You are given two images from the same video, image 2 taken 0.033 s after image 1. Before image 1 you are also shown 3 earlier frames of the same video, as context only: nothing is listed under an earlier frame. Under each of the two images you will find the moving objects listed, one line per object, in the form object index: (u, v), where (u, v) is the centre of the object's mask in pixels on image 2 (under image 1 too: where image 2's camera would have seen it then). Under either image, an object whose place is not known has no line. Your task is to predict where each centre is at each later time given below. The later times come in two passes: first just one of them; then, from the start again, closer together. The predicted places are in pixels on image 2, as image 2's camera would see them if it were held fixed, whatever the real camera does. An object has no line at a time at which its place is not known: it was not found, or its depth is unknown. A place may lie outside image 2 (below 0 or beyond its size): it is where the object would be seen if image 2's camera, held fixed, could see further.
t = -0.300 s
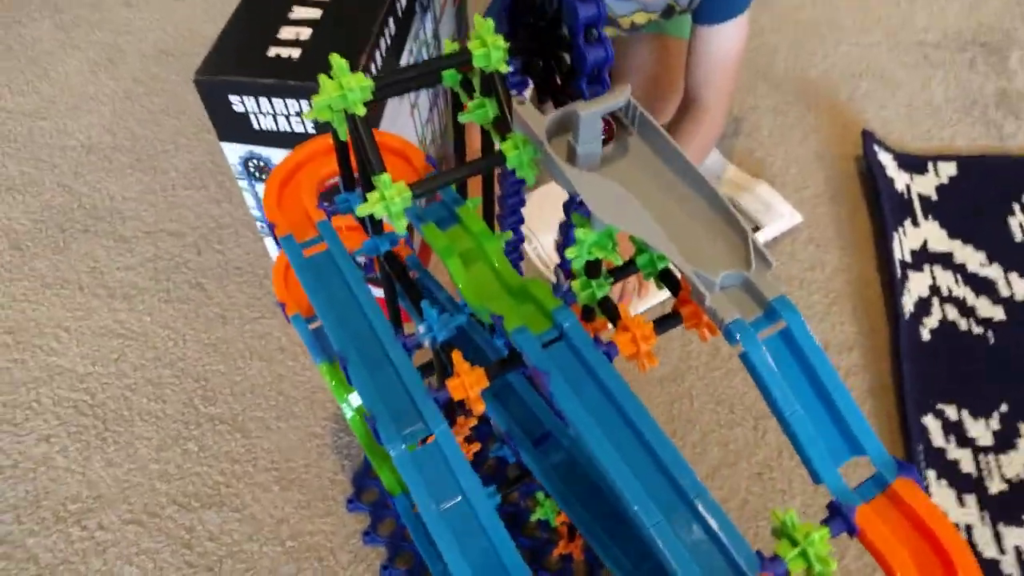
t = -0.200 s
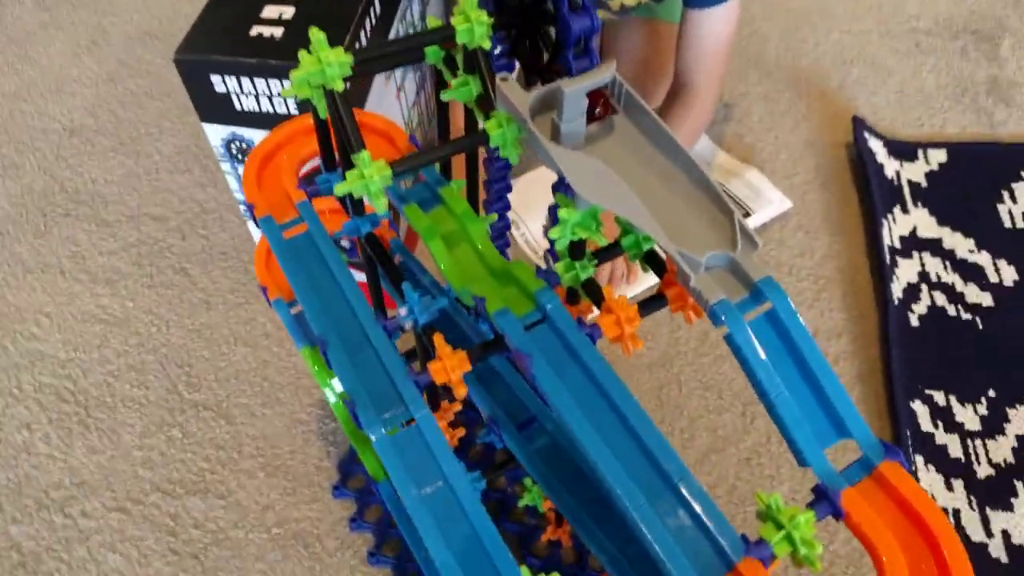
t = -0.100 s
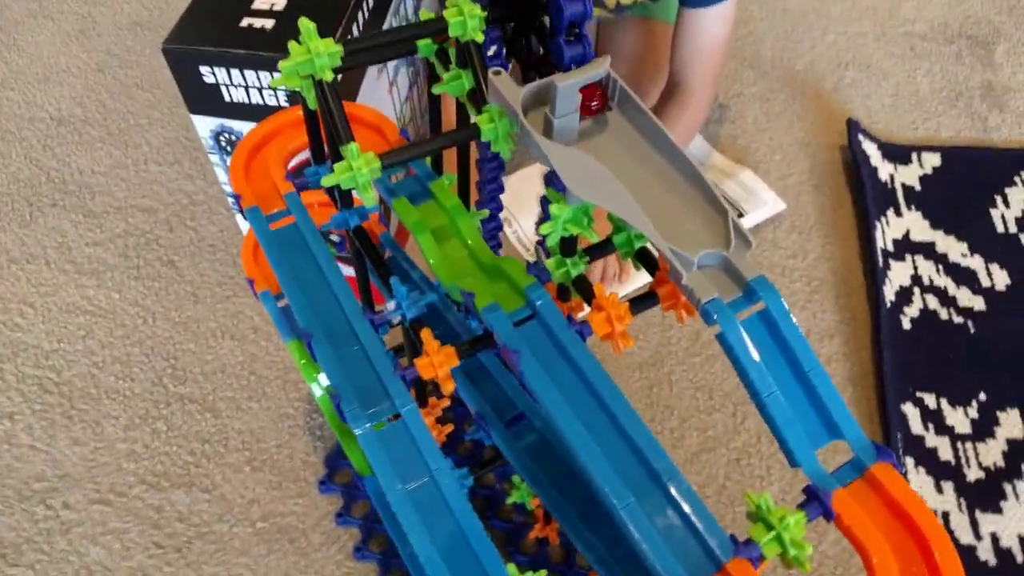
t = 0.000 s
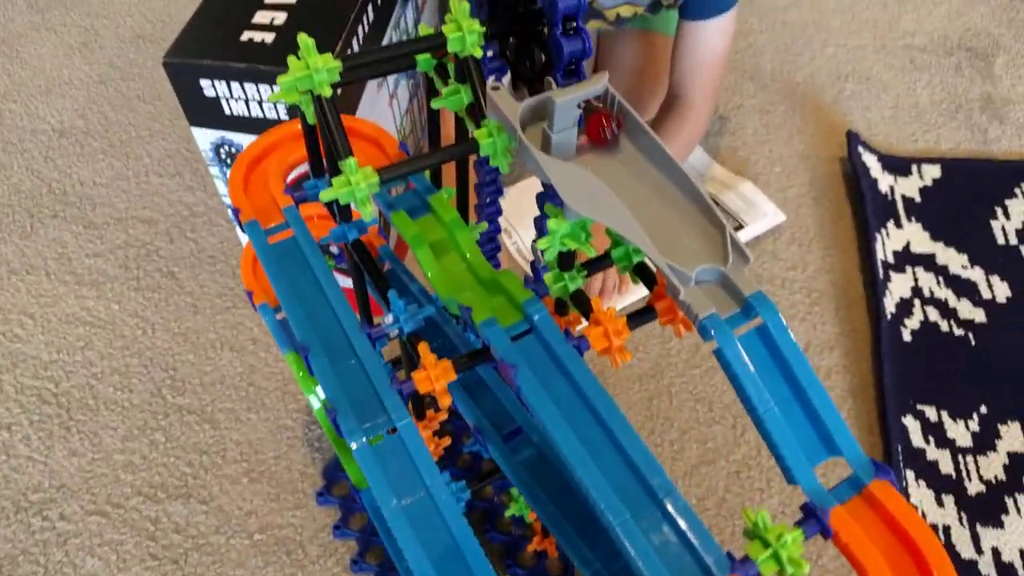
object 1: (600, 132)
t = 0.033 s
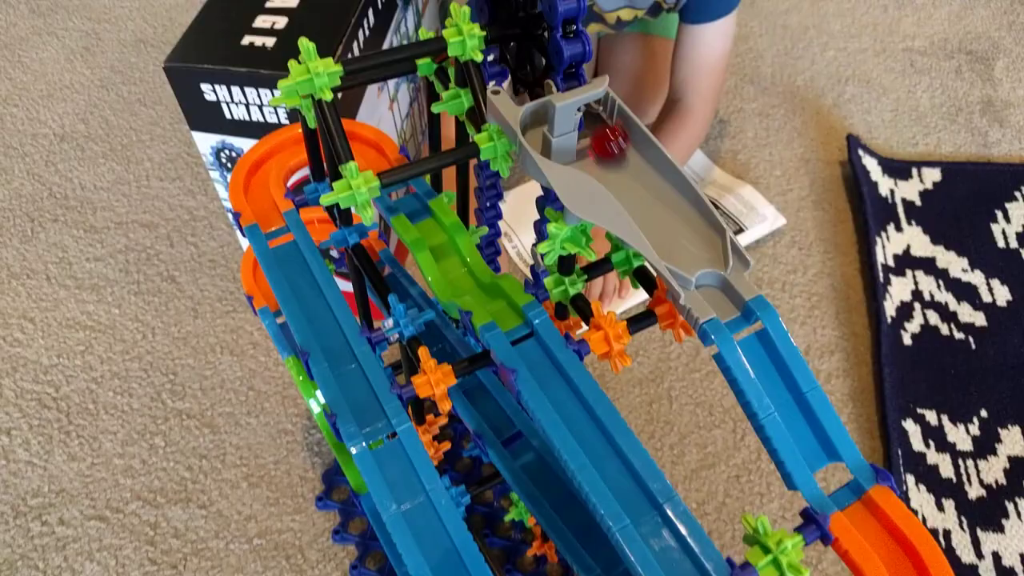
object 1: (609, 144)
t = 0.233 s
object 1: (682, 213)
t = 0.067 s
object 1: (619, 155)
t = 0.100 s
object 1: (628, 166)
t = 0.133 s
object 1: (639, 179)
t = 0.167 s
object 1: (647, 190)
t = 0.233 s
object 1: (682, 213)
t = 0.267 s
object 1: (695, 222)
